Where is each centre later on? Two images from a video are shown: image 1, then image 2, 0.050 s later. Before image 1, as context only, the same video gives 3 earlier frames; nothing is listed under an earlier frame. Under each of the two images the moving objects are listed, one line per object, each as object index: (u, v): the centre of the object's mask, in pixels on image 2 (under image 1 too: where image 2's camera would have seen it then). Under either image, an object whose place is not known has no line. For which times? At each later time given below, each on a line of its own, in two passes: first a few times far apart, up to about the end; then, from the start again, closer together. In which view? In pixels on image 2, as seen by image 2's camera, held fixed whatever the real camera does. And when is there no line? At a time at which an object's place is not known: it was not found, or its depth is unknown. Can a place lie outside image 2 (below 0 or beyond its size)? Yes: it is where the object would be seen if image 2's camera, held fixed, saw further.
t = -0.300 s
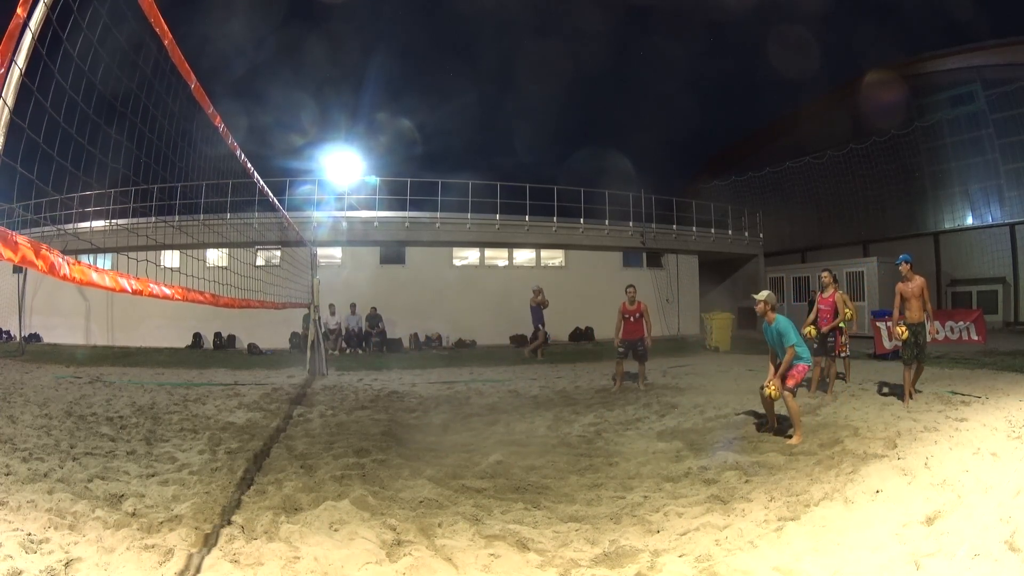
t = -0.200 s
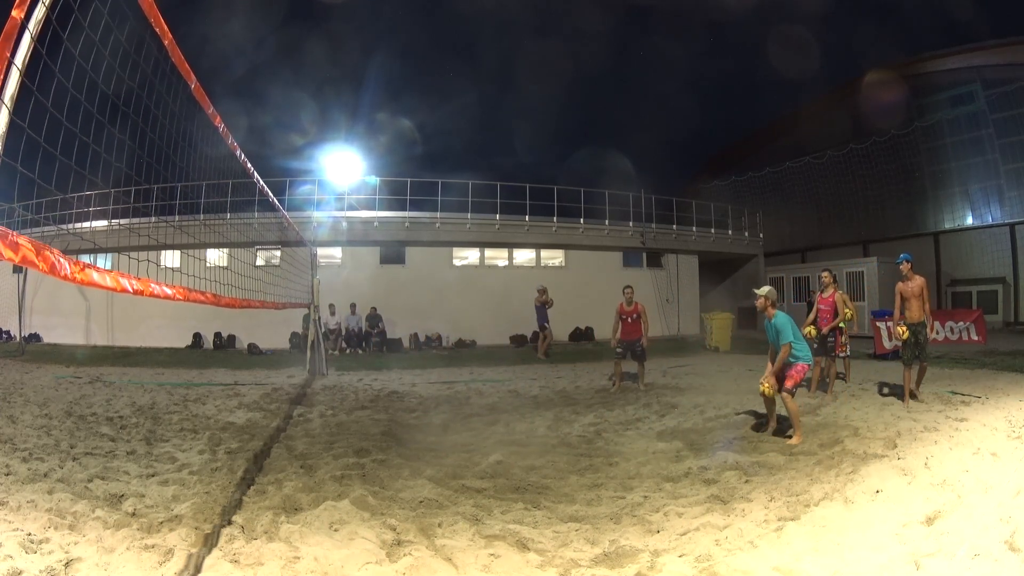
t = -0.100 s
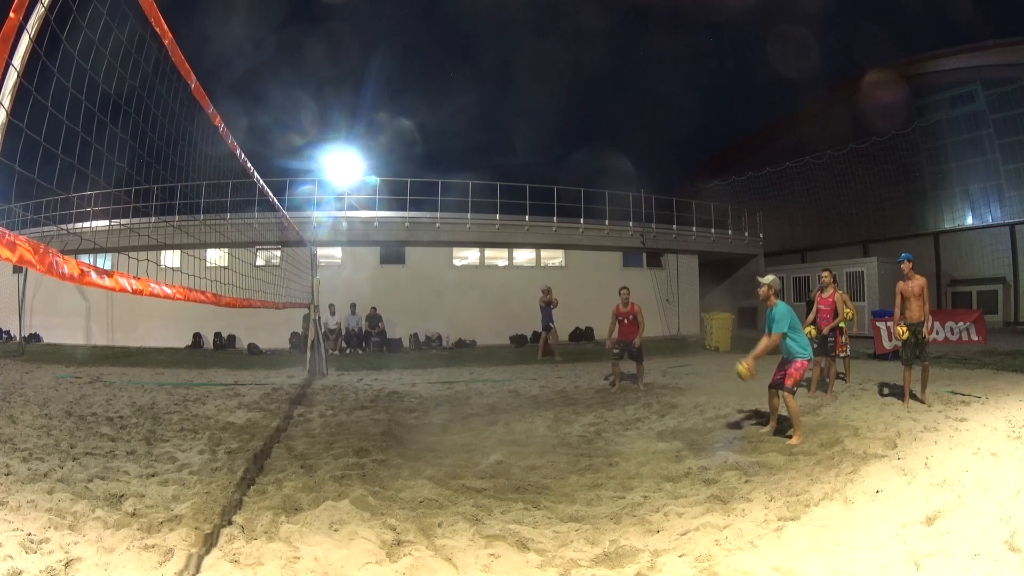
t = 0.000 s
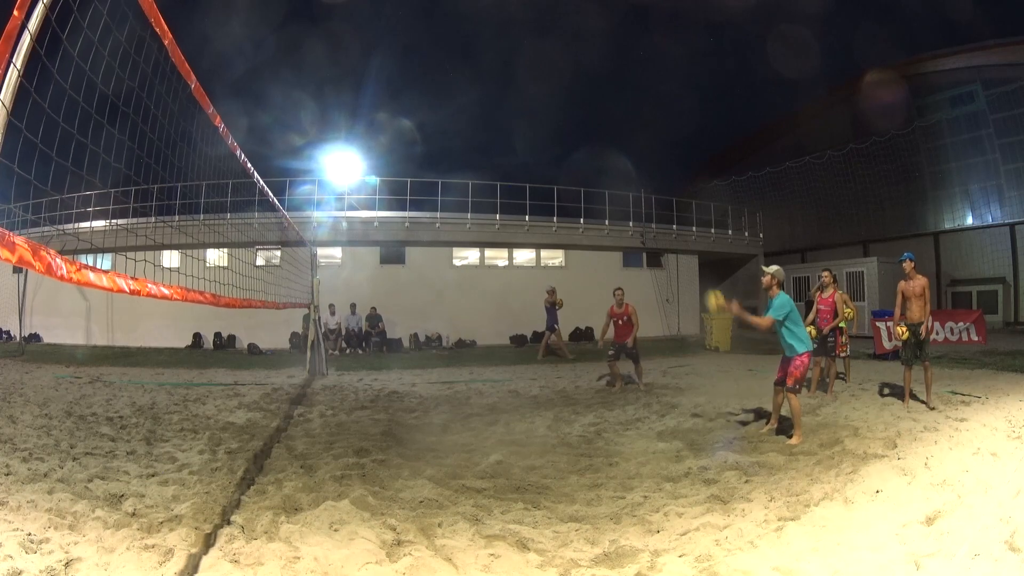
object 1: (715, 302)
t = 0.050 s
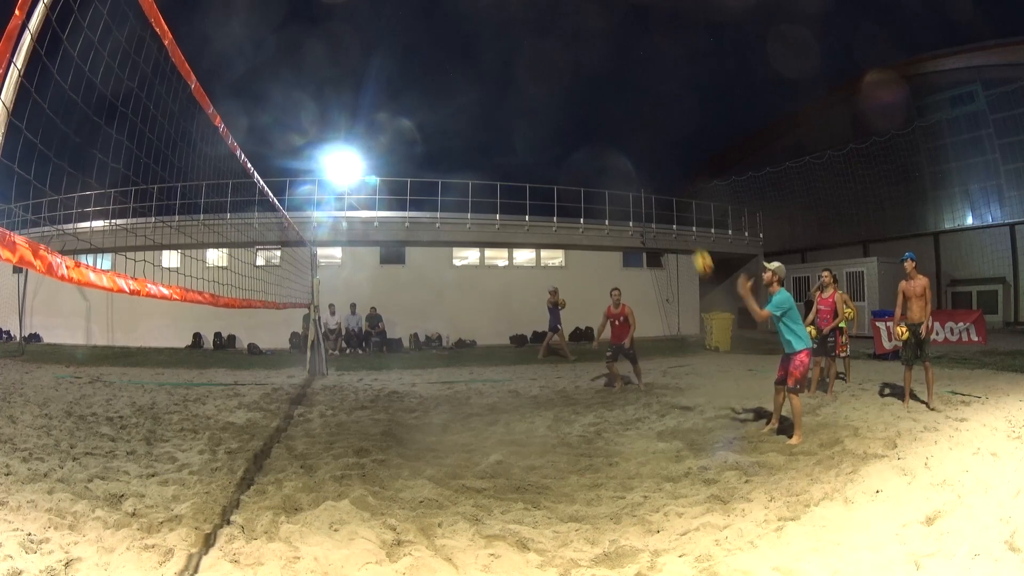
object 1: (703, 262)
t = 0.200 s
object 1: (663, 164)
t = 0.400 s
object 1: (615, 79)
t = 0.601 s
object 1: (575, 37)
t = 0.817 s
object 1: (537, 26)
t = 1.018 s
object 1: (504, 42)
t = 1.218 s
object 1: (472, 85)
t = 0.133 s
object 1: (680, 205)
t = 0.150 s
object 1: (676, 194)
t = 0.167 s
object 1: (671, 183)
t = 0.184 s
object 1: (667, 174)
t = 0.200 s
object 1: (663, 164)
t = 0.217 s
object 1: (658, 155)
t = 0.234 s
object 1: (655, 147)
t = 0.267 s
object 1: (646, 130)
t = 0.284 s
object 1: (642, 123)
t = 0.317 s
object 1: (634, 109)
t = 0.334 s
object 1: (630, 102)
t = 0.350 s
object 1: (627, 96)
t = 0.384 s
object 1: (619, 85)
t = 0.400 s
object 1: (615, 79)
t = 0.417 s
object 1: (612, 75)
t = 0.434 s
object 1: (608, 70)
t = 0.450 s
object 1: (605, 65)
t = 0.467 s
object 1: (601, 61)
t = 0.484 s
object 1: (598, 57)
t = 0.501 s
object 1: (595, 54)
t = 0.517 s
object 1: (591, 50)
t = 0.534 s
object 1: (588, 47)
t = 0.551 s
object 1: (585, 44)
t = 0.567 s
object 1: (582, 42)
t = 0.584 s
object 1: (578, 39)
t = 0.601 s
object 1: (575, 37)
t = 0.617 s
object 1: (572, 35)
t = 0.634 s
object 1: (569, 33)
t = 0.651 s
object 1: (566, 31)
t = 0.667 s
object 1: (563, 30)
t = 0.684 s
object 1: (560, 29)
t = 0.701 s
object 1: (557, 28)
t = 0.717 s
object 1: (554, 27)
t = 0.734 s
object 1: (551, 26)
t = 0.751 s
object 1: (548, 26)
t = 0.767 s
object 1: (545, 26)
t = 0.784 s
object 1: (542, 25)
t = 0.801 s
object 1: (540, 25)
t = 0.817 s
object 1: (537, 26)
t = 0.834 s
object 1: (534, 26)
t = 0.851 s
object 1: (531, 27)
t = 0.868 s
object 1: (529, 28)
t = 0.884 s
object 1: (526, 28)
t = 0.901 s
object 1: (523, 29)
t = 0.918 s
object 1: (521, 31)
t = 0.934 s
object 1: (518, 32)
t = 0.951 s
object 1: (515, 34)
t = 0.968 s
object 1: (512, 36)
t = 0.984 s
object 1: (510, 38)
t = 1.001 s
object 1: (507, 40)
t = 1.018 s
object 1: (504, 42)
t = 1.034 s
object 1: (502, 45)
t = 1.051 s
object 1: (499, 47)
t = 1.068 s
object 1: (496, 50)
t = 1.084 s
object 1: (493, 53)
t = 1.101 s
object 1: (491, 57)
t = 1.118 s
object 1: (488, 60)
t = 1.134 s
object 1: (485, 63)
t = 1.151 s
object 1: (483, 67)
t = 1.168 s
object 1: (480, 71)
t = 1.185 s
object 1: (477, 76)
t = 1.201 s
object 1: (474, 80)
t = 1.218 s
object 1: (472, 85)
